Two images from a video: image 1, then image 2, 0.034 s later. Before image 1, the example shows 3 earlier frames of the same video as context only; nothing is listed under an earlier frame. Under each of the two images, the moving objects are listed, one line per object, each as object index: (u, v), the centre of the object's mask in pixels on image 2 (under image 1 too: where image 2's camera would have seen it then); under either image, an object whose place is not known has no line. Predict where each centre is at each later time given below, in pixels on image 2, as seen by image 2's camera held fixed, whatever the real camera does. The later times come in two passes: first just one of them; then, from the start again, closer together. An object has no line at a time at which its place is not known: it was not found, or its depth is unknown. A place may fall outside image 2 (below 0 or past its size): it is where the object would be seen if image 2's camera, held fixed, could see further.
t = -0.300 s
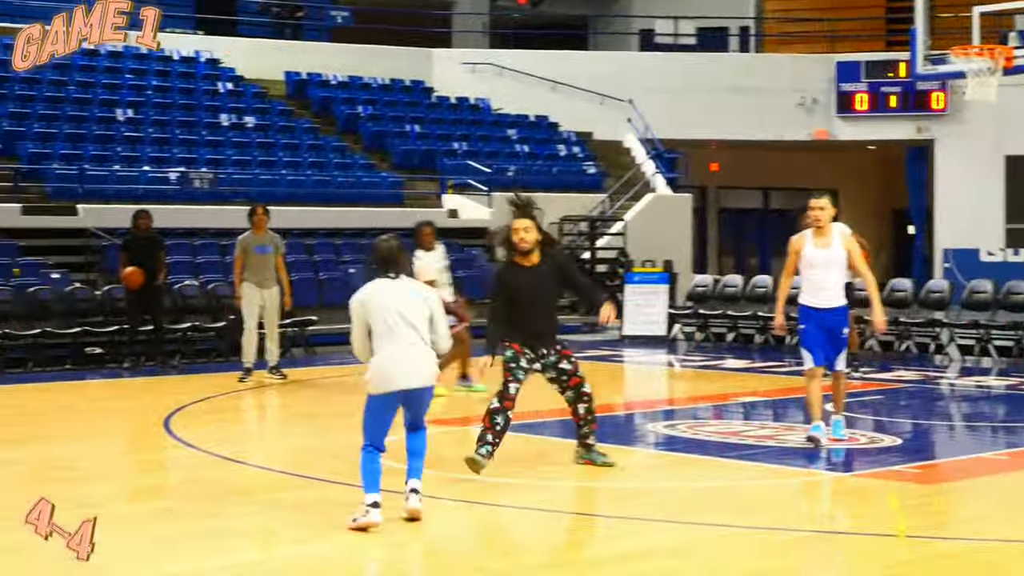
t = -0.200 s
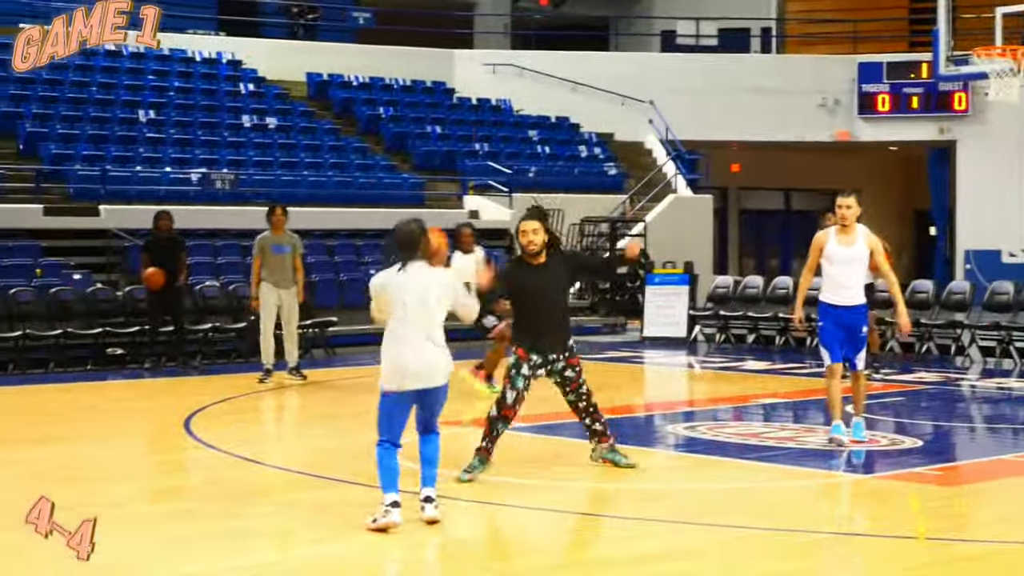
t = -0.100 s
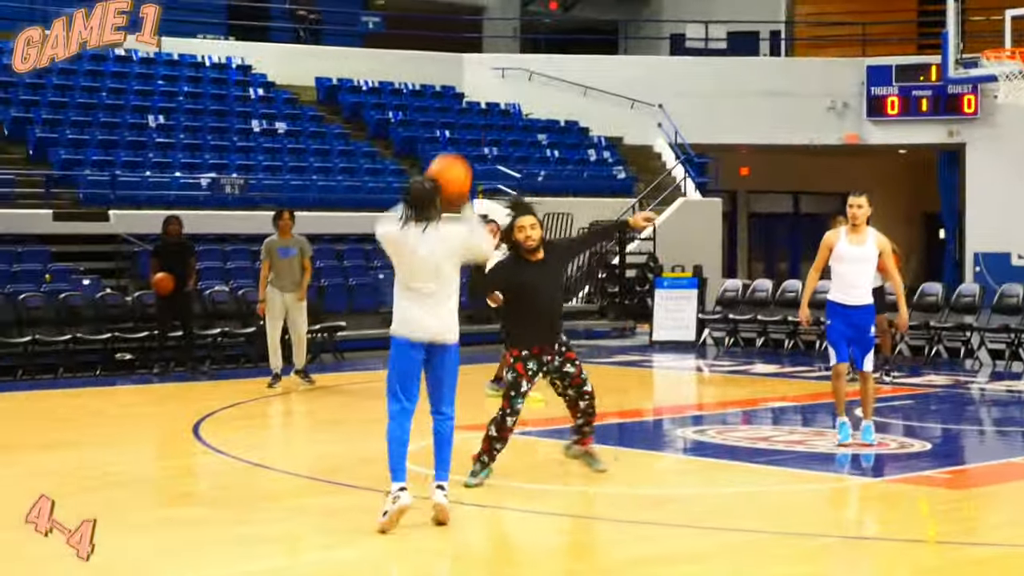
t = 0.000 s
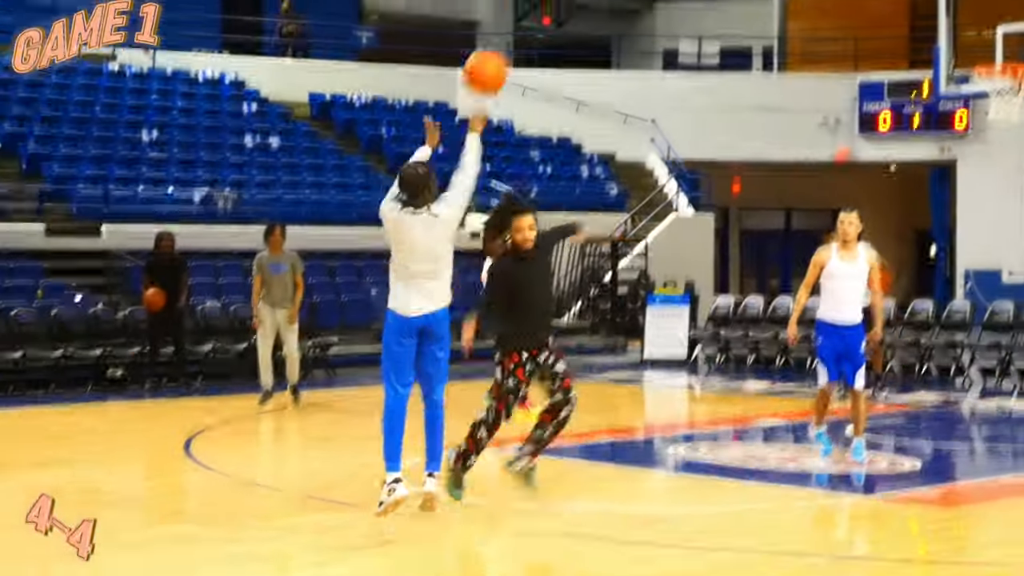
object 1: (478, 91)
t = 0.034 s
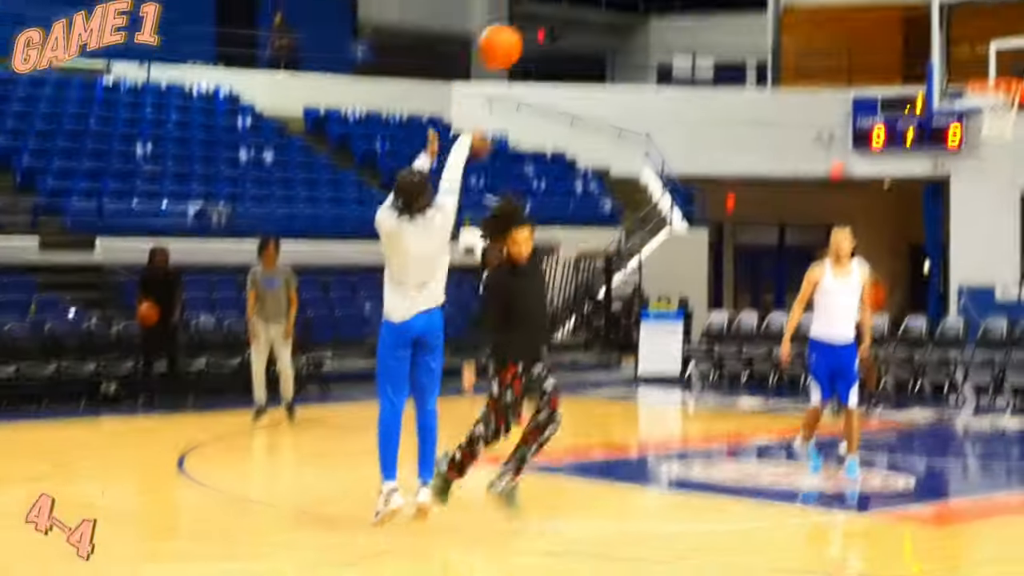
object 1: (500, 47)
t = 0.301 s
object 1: (651, -185)
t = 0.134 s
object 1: (563, -63)
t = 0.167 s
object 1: (582, -91)
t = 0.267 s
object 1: (635, -165)
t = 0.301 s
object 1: (651, -185)
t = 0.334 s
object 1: (667, -199)
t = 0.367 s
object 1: (682, -215)
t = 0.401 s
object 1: (698, -227)
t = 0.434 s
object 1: (712, -237)
